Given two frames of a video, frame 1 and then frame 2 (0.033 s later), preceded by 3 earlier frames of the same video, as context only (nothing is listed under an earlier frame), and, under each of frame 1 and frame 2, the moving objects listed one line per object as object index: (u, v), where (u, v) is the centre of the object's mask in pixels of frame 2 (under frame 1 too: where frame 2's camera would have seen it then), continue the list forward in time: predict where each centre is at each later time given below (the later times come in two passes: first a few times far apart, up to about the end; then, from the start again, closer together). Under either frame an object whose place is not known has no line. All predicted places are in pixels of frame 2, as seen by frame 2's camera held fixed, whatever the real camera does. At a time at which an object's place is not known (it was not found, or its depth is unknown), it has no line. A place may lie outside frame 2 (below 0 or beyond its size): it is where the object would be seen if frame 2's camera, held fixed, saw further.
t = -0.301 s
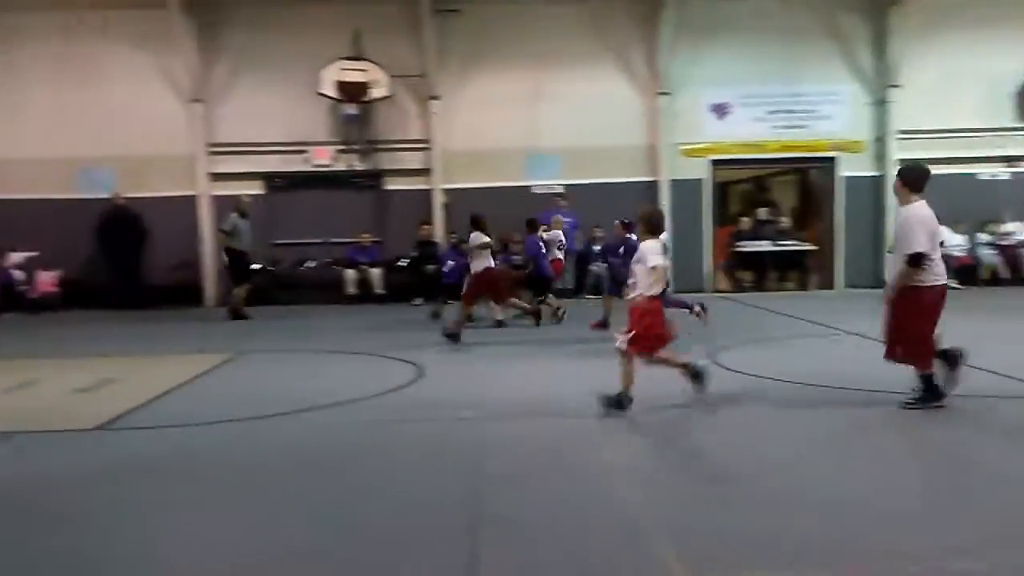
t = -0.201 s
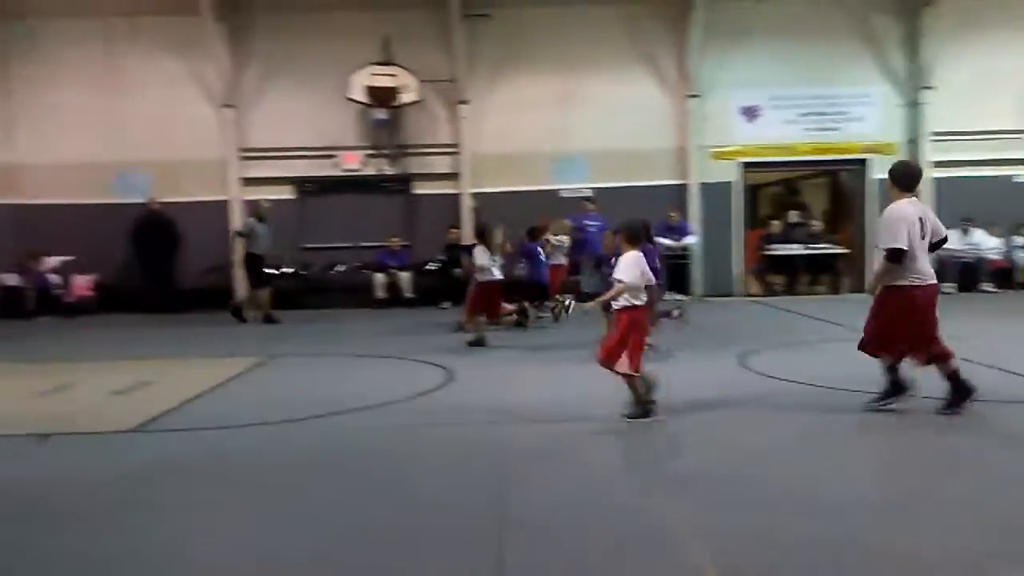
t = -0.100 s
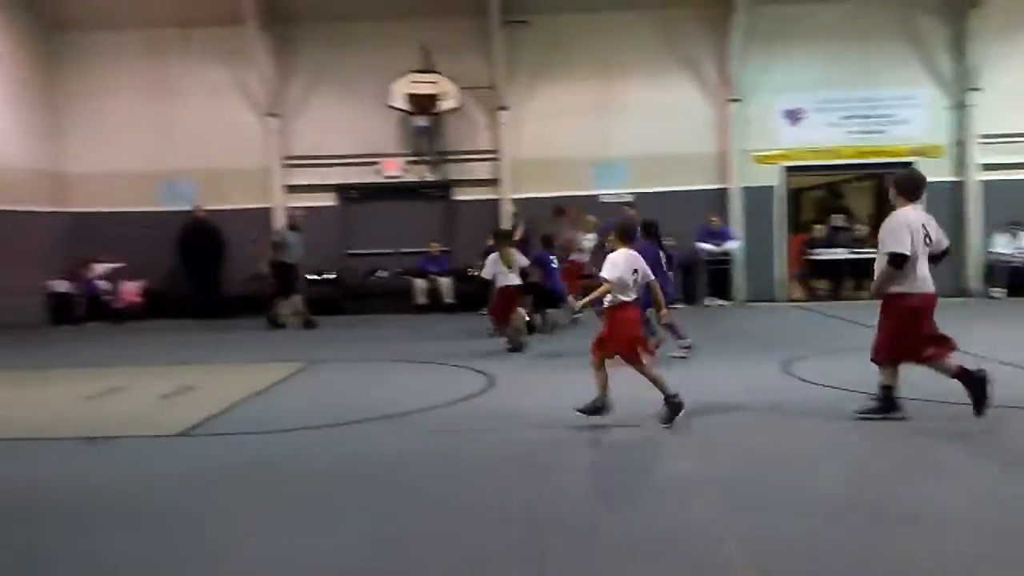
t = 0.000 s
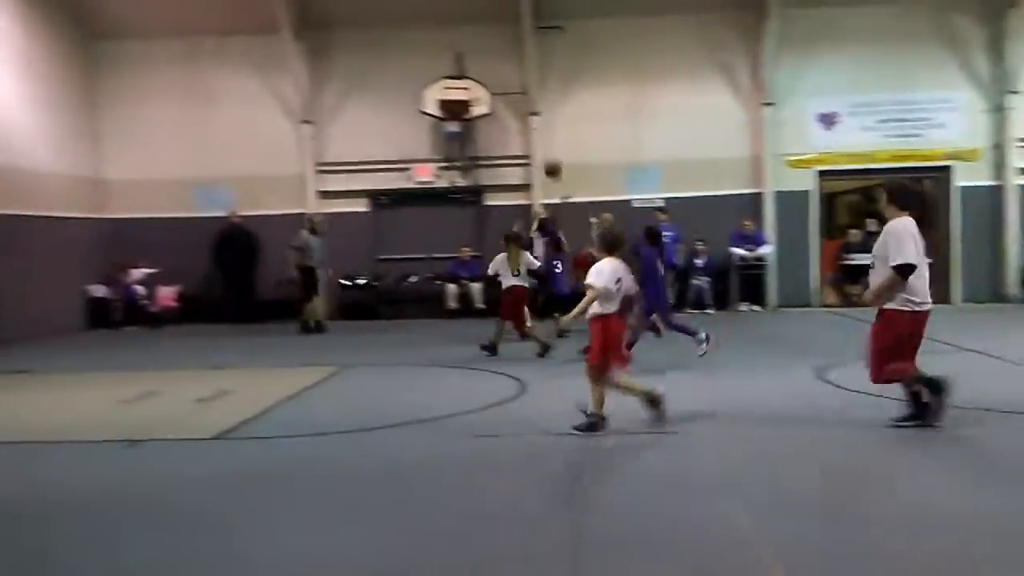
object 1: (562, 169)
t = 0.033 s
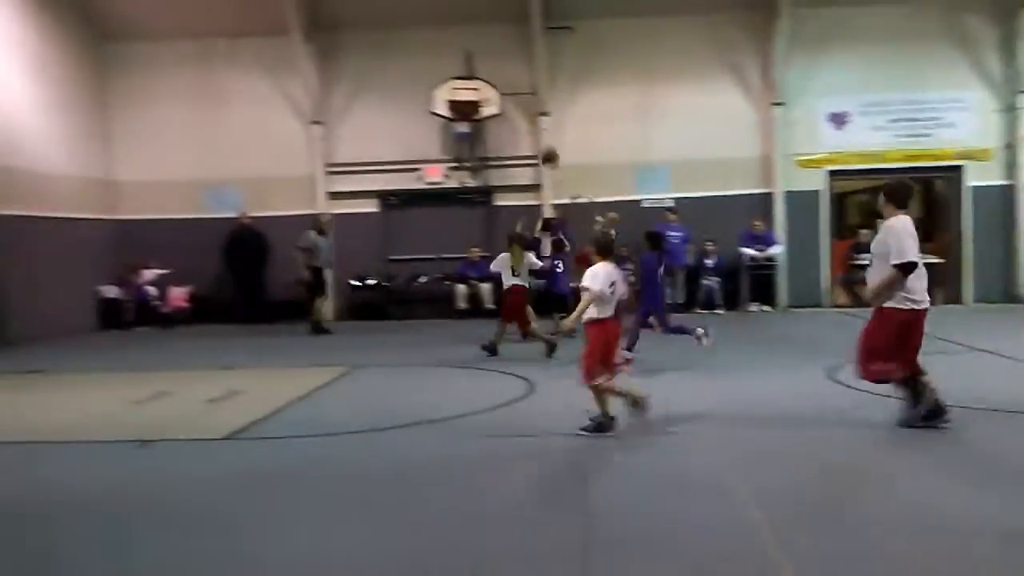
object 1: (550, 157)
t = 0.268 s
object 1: (446, 83)
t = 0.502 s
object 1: (332, 50)
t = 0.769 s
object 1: (178, 72)
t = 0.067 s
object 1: (536, 144)
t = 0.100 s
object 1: (521, 133)
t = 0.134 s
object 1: (507, 122)
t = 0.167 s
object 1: (492, 111)
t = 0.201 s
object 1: (478, 102)
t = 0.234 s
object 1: (462, 91)
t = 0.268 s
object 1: (446, 83)
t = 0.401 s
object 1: (383, 58)
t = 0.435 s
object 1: (366, 53)
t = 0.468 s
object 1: (349, 51)
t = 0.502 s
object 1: (332, 50)
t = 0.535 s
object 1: (315, 48)
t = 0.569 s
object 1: (296, 48)
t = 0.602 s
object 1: (277, 49)
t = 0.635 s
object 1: (257, 52)
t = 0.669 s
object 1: (239, 55)
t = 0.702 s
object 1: (218, 59)
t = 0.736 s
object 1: (198, 65)
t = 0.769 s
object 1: (178, 72)
